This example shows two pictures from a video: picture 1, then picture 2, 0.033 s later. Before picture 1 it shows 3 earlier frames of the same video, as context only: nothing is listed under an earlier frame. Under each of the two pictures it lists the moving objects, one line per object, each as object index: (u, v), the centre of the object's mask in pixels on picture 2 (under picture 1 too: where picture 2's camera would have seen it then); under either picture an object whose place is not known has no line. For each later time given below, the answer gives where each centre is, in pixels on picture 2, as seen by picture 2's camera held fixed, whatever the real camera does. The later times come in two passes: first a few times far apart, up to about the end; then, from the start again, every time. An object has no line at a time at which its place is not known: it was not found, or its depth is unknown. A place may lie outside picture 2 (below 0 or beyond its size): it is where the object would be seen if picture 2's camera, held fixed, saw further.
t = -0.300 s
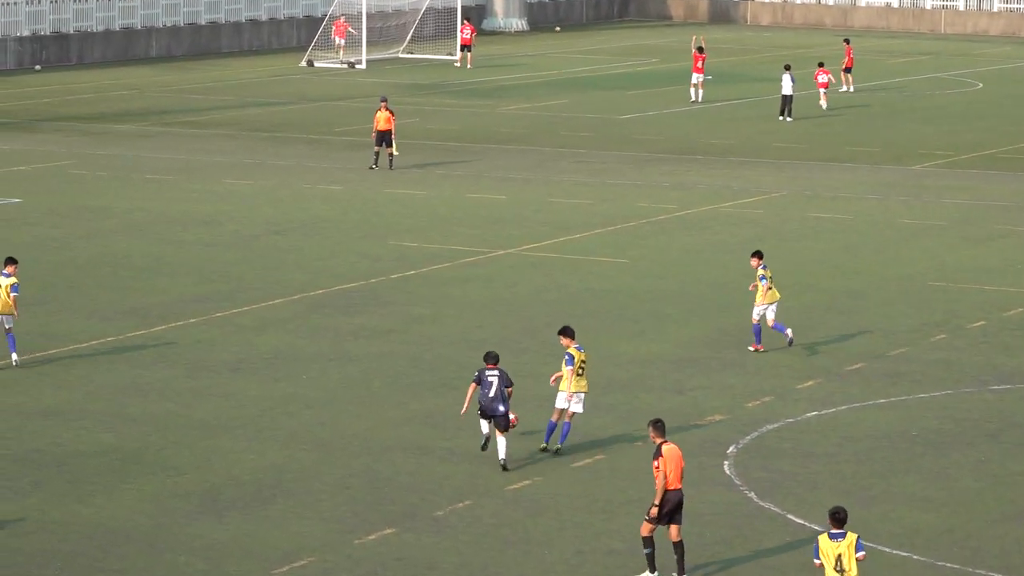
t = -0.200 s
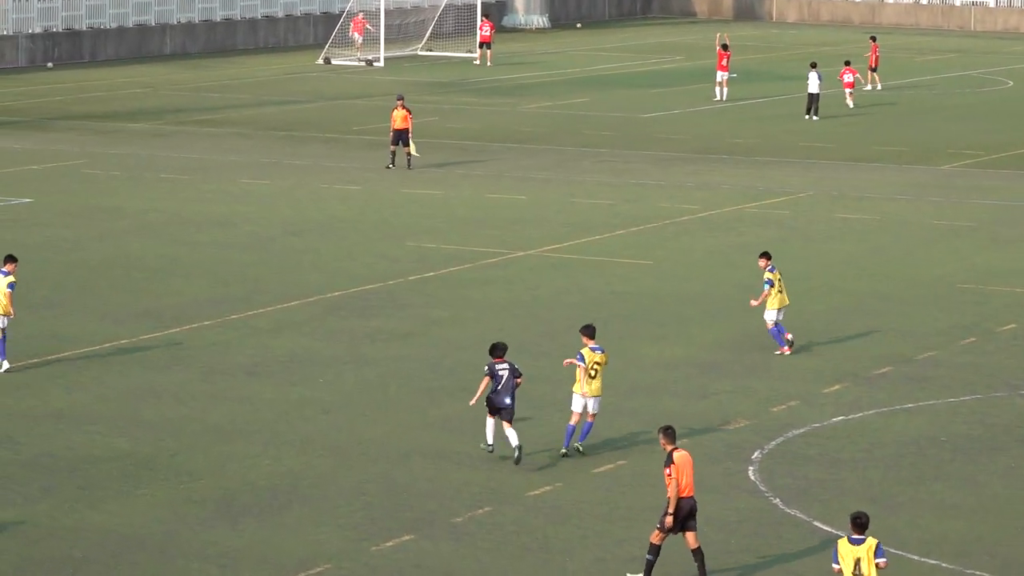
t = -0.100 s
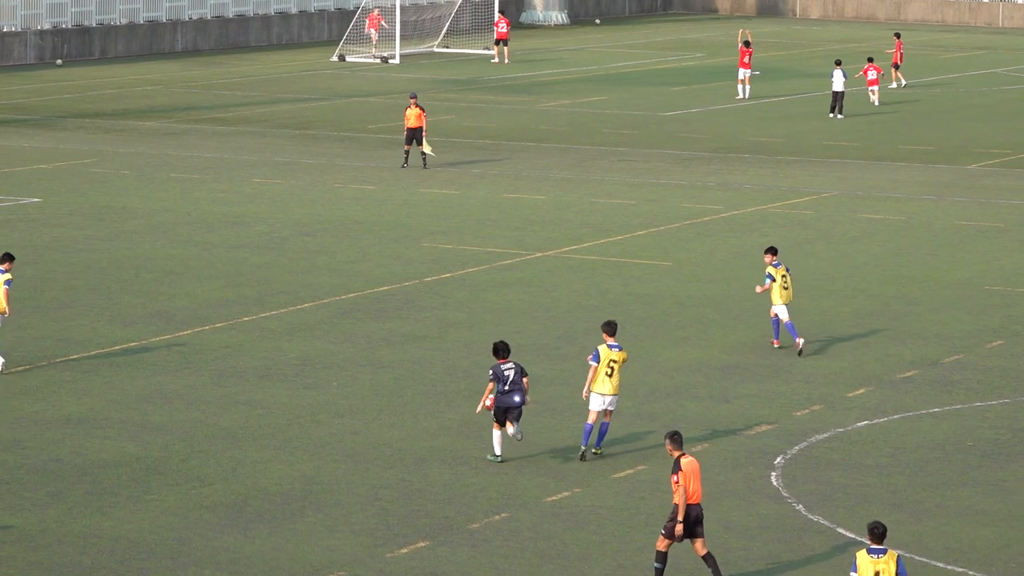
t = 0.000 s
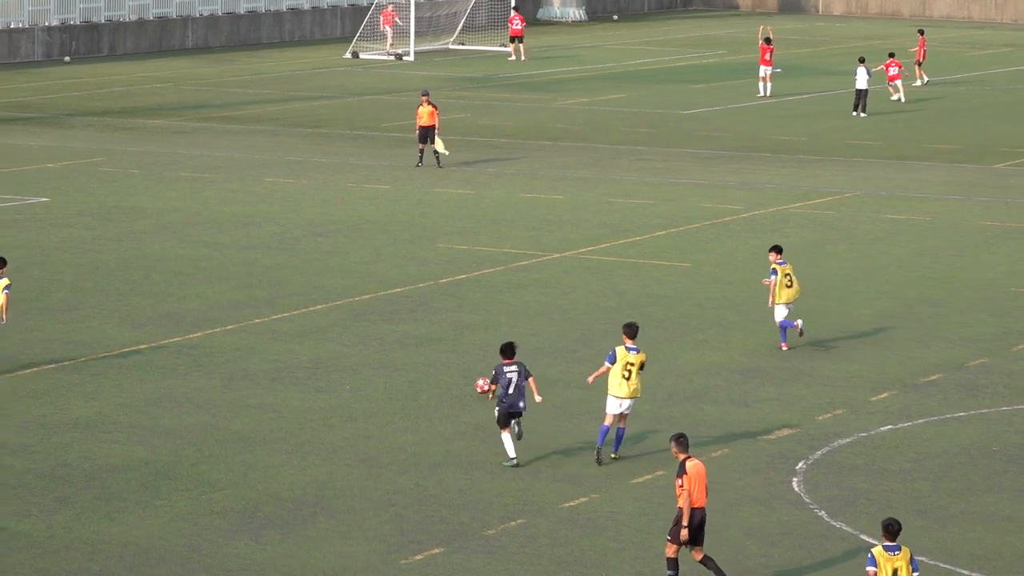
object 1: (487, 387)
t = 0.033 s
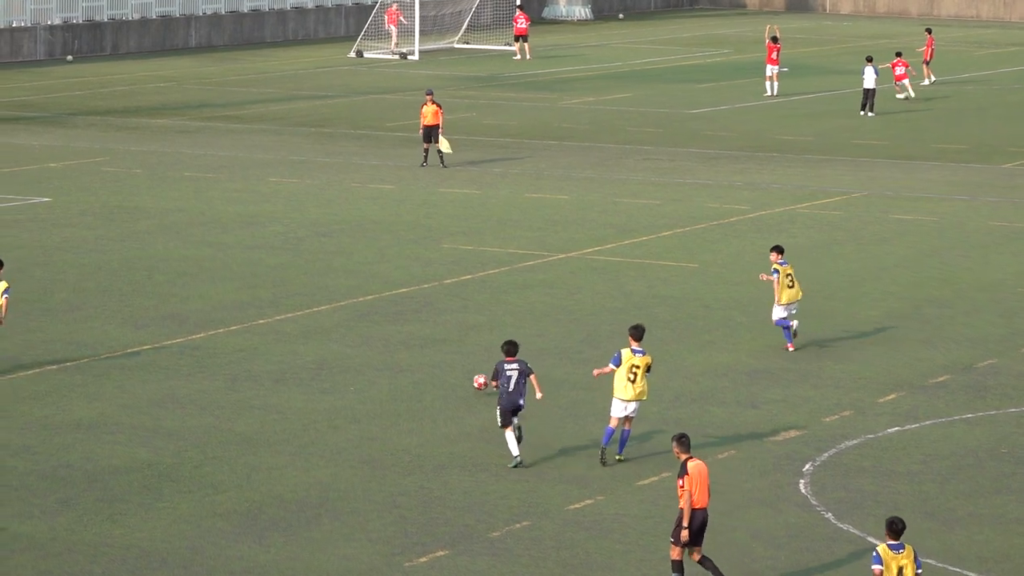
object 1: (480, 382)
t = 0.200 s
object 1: (447, 364)
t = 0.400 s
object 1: (415, 345)
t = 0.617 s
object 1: (388, 326)
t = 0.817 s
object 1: (367, 311)
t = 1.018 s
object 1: (349, 300)
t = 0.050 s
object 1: (477, 379)
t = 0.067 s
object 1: (473, 378)
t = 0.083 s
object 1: (469, 376)
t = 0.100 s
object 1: (466, 375)
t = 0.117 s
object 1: (463, 373)
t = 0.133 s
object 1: (459, 372)
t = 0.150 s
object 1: (455, 372)
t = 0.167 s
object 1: (453, 370)
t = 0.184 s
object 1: (450, 367)
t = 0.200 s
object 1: (447, 364)
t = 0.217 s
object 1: (444, 361)
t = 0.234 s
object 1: (441, 358)
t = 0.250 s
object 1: (439, 356)
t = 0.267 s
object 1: (436, 354)
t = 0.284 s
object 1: (433, 352)
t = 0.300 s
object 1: (430, 351)
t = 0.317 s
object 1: (428, 350)
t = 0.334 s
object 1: (425, 349)
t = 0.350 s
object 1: (422, 347)
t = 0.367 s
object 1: (420, 347)
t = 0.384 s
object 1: (417, 346)
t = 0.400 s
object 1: (415, 345)
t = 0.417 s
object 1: (413, 343)
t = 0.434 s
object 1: (411, 340)
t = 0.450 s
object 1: (408, 338)
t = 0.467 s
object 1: (406, 336)
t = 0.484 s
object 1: (404, 334)
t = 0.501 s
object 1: (402, 333)
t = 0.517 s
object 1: (400, 331)
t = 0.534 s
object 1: (398, 330)
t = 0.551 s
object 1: (396, 329)
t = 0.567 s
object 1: (393, 329)
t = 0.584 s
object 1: (392, 328)
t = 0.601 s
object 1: (390, 328)
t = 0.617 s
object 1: (388, 326)
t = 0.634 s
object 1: (386, 324)
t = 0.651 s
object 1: (384, 323)
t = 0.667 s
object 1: (382, 322)
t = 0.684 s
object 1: (381, 320)
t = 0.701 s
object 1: (379, 319)
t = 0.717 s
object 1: (377, 318)
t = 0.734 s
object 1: (375, 318)
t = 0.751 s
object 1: (374, 317)
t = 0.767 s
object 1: (372, 315)
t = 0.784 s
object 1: (371, 314)
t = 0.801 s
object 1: (369, 312)
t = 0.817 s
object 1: (367, 311)
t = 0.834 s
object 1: (366, 310)
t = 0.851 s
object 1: (364, 309)
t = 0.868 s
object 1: (363, 308)
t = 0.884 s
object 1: (361, 308)
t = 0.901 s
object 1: (360, 307)
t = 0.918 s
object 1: (358, 307)
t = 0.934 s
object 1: (357, 305)
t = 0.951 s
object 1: (355, 304)
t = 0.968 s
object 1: (354, 303)
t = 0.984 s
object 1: (352, 302)
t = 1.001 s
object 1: (351, 301)
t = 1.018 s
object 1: (349, 300)
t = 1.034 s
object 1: (348, 300)
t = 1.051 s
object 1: (347, 300)
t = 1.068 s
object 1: (345, 299)
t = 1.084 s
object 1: (344, 298)
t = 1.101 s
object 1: (342, 297)
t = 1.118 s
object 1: (341, 296)
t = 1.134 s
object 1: (340, 295)
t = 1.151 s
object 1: (339, 294)
